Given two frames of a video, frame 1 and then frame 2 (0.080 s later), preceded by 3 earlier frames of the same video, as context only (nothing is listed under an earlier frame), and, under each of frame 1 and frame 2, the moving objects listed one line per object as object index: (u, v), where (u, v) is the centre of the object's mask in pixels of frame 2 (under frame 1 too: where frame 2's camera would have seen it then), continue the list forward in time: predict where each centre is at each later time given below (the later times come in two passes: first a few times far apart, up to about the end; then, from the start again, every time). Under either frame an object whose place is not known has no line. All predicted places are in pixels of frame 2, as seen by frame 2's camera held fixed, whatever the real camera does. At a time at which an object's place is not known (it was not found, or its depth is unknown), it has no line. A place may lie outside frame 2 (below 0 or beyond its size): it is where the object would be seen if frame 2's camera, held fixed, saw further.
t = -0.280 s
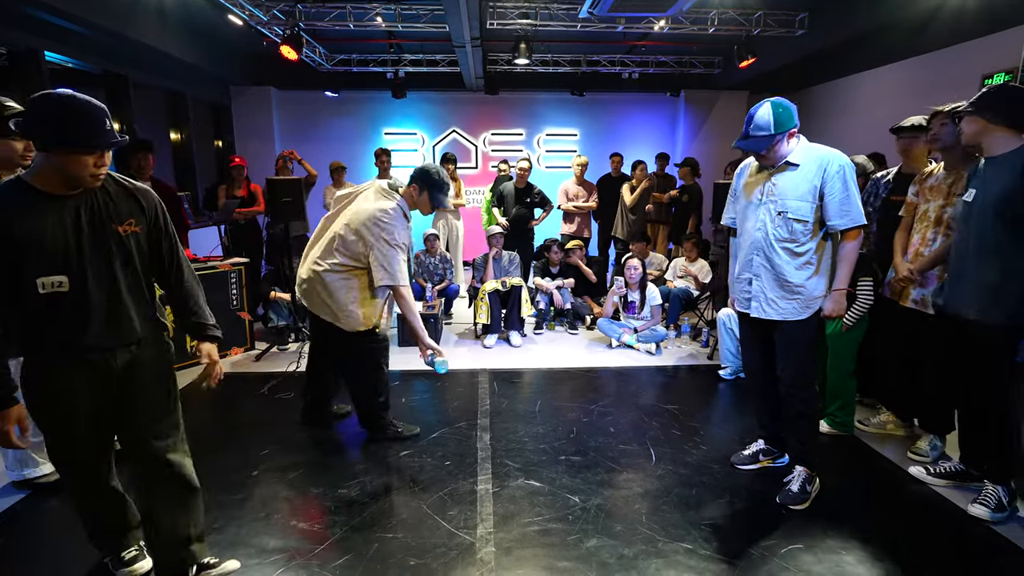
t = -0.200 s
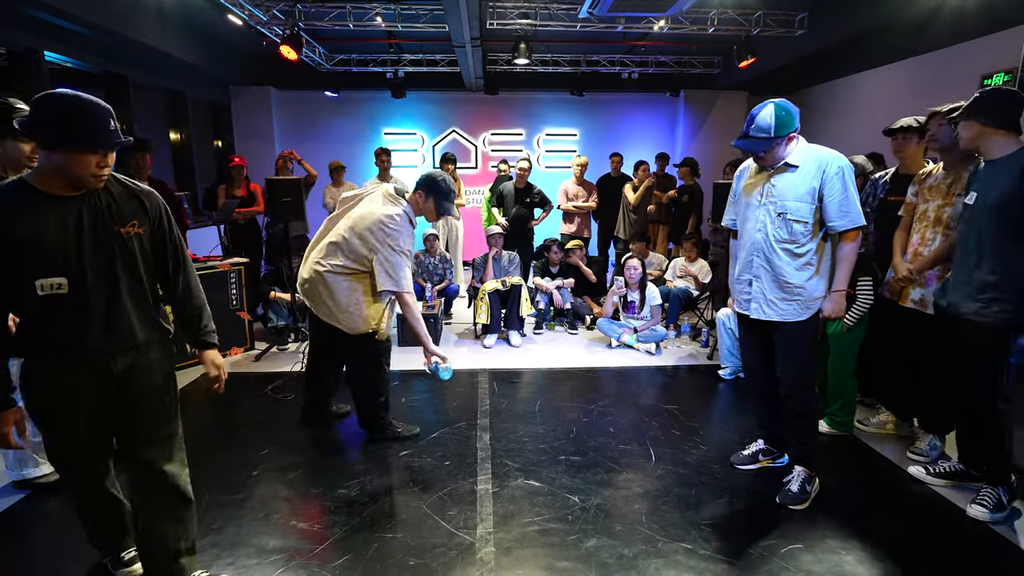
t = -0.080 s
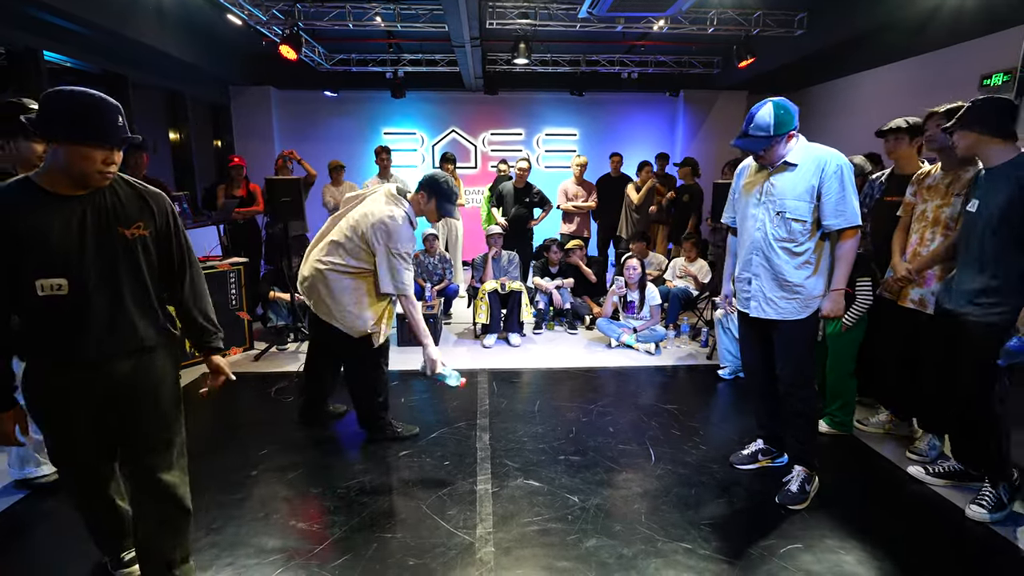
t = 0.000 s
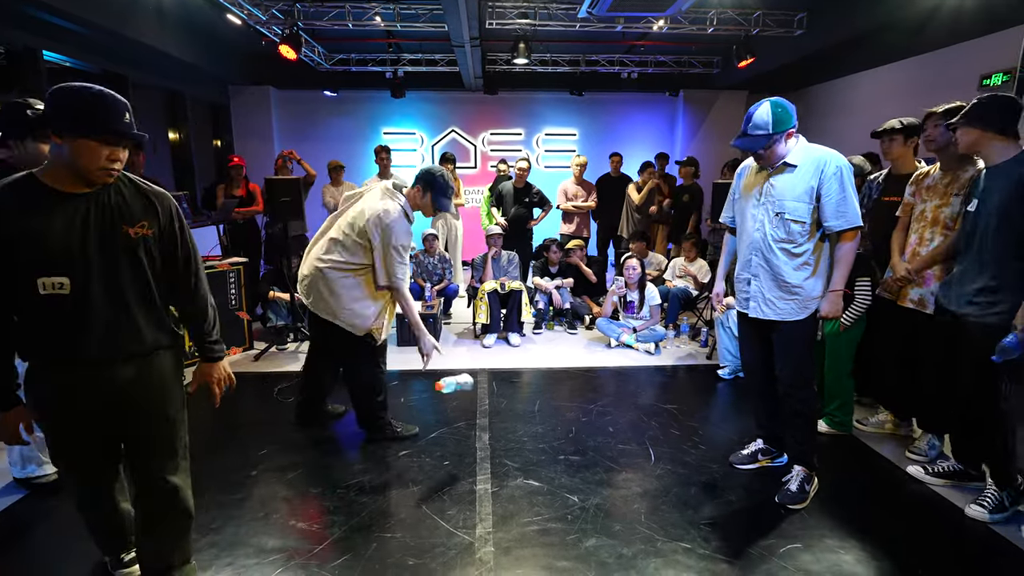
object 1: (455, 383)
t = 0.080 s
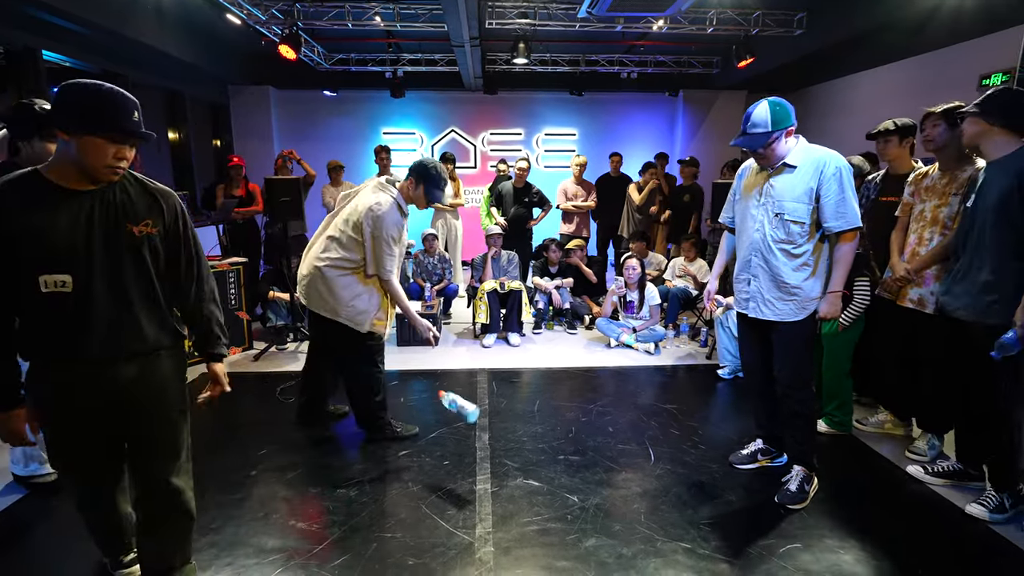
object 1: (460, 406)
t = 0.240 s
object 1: (468, 479)
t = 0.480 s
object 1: (462, 498)
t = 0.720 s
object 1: (454, 504)
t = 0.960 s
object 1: (449, 506)
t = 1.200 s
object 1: (449, 509)
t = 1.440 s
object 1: (447, 508)
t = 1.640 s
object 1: (448, 508)
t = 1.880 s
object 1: (449, 508)
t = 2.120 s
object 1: (449, 509)
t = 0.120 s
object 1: (460, 422)
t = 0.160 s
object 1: (462, 439)
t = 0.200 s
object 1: (466, 460)
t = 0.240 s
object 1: (468, 479)
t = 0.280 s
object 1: (466, 482)
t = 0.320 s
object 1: (467, 485)
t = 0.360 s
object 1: (466, 488)
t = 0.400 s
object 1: (465, 491)
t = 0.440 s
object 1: (465, 494)
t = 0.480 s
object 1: (462, 498)
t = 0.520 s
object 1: (459, 500)
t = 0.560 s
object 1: (456, 501)
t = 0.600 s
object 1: (455, 501)
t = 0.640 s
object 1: (456, 501)
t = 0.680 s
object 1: (454, 502)
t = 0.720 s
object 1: (454, 504)
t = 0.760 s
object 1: (453, 504)
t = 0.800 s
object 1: (452, 505)
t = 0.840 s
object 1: (451, 505)
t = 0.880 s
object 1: (450, 505)
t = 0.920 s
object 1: (450, 506)
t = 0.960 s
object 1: (449, 506)
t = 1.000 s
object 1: (449, 506)
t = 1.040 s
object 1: (450, 506)
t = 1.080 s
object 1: (450, 507)
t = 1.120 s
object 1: (450, 508)
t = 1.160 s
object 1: (450, 509)
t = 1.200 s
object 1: (449, 509)
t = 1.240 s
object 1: (448, 510)
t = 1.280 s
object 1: (447, 509)
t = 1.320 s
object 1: (447, 509)
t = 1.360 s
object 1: (447, 509)
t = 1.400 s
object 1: (447, 508)
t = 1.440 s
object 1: (447, 508)
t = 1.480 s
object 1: (447, 508)
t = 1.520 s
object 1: (448, 508)
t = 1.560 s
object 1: (448, 508)
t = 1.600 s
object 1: (449, 508)
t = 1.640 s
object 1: (448, 508)
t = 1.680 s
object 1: (448, 508)
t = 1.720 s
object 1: (448, 508)
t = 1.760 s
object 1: (449, 508)
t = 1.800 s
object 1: (449, 508)
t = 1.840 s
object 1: (449, 509)
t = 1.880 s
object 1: (449, 508)
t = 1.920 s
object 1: (449, 508)
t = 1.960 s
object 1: (449, 508)
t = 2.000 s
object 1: (449, 509)
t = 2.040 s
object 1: (449, 509)
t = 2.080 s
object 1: (449, 509)
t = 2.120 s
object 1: (449, 509)
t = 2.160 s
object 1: (449, 509)
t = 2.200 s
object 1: (449, 509)
